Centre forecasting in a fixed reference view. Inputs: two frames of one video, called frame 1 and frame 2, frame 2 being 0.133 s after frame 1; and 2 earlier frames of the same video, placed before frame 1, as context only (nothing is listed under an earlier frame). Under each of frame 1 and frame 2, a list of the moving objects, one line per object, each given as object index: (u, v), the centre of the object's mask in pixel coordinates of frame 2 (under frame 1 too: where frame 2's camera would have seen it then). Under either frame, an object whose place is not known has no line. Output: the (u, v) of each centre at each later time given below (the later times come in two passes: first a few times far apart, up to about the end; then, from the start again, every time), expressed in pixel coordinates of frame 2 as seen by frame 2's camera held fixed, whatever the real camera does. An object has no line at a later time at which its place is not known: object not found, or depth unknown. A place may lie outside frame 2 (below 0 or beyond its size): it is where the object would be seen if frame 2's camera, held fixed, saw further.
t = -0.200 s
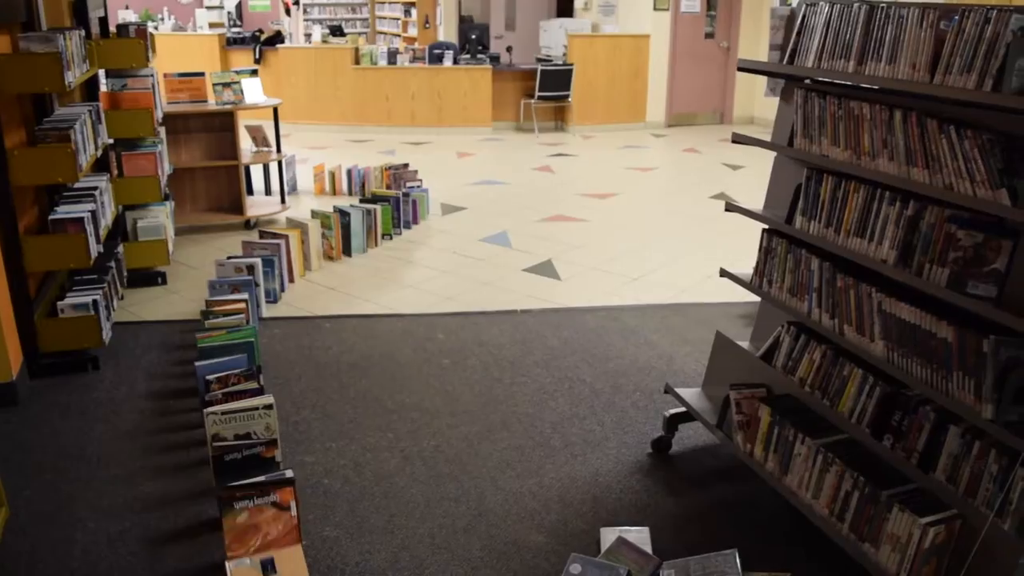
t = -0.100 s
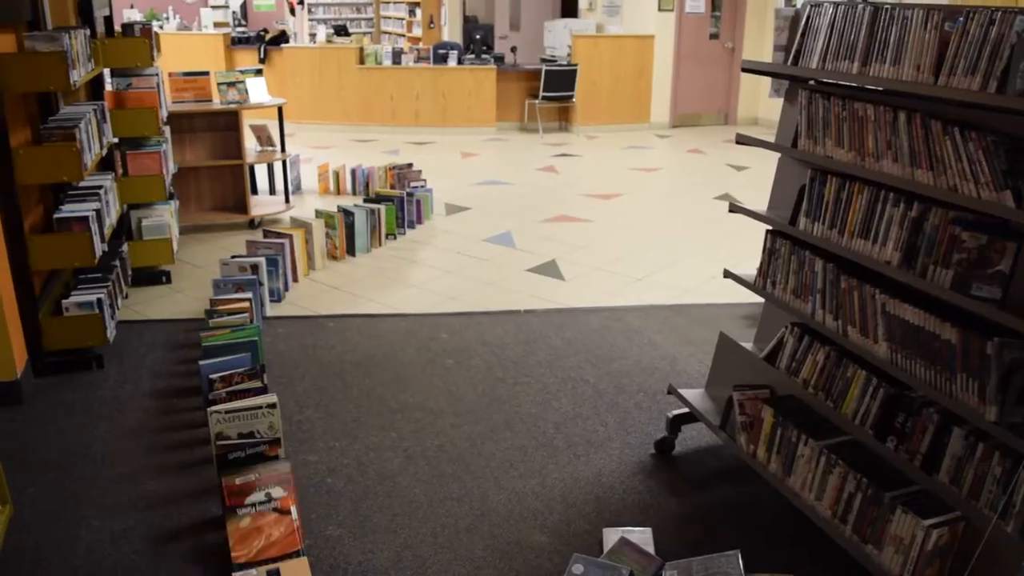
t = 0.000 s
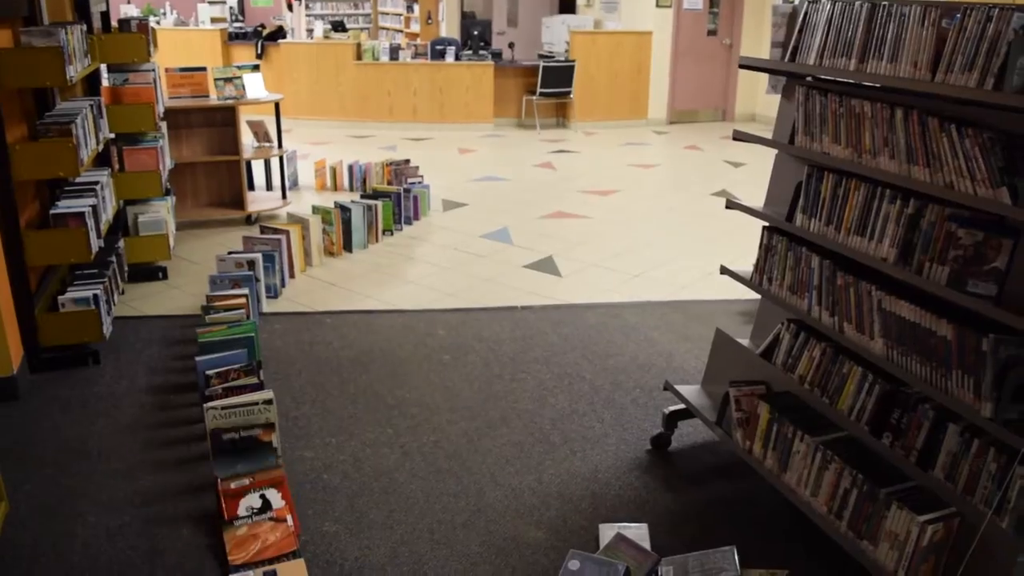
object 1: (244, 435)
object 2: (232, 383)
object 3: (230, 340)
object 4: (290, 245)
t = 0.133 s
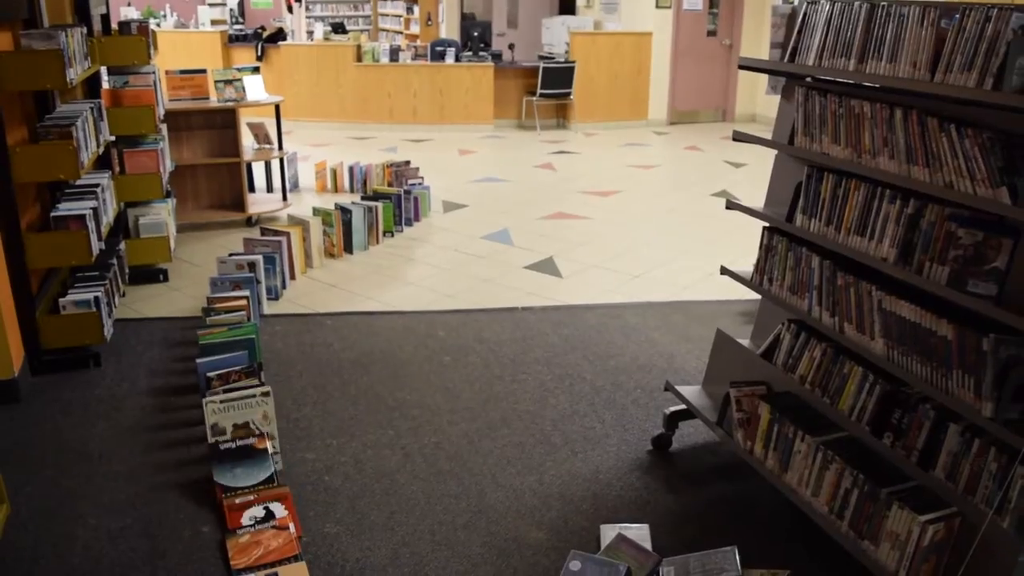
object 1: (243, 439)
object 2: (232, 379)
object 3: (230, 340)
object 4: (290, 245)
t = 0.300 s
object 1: (240, 429)
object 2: (232, 383)
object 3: (230, 340)
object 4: (290, 245)
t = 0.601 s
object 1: (242, 446)
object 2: (233, 406)
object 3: (232, 344)
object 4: (290, 245)
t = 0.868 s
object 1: (242, 449)
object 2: (234, 411)
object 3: (235, 362)
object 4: (290, 245)
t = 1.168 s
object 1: (242, 450)
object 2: (234, 411)
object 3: (236, 366)
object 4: (289, 245)
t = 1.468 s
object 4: (293, 245)
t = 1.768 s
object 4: (295, 244)
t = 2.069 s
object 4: (297, 246)
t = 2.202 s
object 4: (306, 257)
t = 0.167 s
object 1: (242, 439)
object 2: (232, 378)
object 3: (230, 340)
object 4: (289, 244)
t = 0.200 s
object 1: (242, 440)
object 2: (232, 378)
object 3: (230, 340)
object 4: (290, 244)
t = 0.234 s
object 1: (241, 441)
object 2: (231, 379)
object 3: (230, 340)
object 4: (290, 244)
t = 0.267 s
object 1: (240, 425)
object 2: (231, 380)
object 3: (230, 340)
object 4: (290, 245)
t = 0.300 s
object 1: (240, 429)
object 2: (232, 383)
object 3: (230, 340)
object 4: (290, 245)
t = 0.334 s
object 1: (240, 433)
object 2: (231, 384)
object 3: (229, 340)
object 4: (290, 245)
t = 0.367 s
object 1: (240, 436)
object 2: (231, 387)
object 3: (230, 340)
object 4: (289, 245)
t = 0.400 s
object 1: (241, 439)
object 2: (232, 390)
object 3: (231, 339)
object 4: (290, 245)
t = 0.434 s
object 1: (242, 441)
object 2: (231, 395)
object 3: (232, 340)
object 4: (290, 245)
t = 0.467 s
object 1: (242, 443)
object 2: (232, 398)
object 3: (232, 341)
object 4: (290, 245)
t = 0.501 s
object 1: (242, 443)
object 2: (232, 401)
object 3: (232, 342)
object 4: (290, 245)
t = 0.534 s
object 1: (242, 445)
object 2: (233, 404)
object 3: (232, 344)
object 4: (290, 245)
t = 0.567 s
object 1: (243, 447)
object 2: (233, 405)
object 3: (231, 345)
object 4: (290, 245)
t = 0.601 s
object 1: (242, 446)
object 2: (233, 406)
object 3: (232, 344)
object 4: (290, 245)
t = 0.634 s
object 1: (242, 446)
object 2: (233, 408)
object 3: (233, 347)
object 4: (290, 245)
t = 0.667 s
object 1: (243, 448)
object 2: (233, 409)
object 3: (233, 348)
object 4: (290, 245)
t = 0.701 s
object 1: (243, 448)
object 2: (234, 409)
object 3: (234, 350)
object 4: (290, 245)
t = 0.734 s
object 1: (243, 449)
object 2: (234, 411)
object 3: (234, 354)
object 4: (289, 245)
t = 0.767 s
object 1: (243, 449)
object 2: (234, 411)
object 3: (235, 356)
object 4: (289, 245)
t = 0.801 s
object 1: (243, 449)
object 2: (234, 411)
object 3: (235, 359)
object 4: (289, 244)
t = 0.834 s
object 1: (242, 448)
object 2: (234, 411)
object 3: (235, 361)
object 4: (289, 245)
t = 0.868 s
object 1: (242, 449)
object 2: (234, 411)
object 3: (235, 362)
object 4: (290, 245)
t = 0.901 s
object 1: (242, 449)
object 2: (234, 411)
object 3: (235, 363)
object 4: (289, 245)
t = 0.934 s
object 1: (242, 449)
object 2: (234, 411)
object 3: (236, 364)
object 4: (289, 244)
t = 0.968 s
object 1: (242, 450)
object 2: (234, 411)
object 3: (236, 365)
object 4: (289, 244)
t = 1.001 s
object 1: (242, 450)
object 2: (234, 411)
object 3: (236, 365)
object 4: (289, 245)
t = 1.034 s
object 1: (243, 450)
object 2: (234, 412)
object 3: (236, 365)
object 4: (289, 244)
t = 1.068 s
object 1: (242, 450)
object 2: (234, 411)
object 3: (236, 366)
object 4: (289, 245)
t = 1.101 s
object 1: (242, 450)
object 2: (234, 411)
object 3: (236, 366)
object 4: (289, 245)
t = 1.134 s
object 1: (242, 450)
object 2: (234, 411)
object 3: (236, 366)
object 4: (289, 245)
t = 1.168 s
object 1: (242, 450)
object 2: (234, 411)
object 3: (236, 366)
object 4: (289, 245)
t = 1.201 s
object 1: (242, 451)
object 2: (234, 411)
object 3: (236, 366)
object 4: (289, 245)
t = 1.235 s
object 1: (242, 451)
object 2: (234, 412)
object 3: (236, 366)
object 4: (290, 245)
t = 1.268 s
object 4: (290, 245)
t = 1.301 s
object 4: (291, 245)
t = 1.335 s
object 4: (291, 245)
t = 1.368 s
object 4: (291, 245)
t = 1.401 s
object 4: (292, 246)
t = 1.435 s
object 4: (292, 246)
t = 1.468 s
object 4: (293, 245)
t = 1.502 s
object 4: (294, 246)
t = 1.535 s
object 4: (294, 246)
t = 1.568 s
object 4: (294, 246)
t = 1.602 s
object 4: (294, 246)
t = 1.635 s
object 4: (294, 244)
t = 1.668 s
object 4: (294, 245)
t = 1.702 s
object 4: (295, 243)
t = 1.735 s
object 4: (295, 243)
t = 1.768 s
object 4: (295, 244)
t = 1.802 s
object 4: (296, 242)
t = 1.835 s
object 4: (291, 236)
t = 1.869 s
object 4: (295, 237)
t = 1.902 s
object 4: (292, 238)
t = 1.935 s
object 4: (292, 240)
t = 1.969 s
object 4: (293, 240)
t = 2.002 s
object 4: (294, 242)
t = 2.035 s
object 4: (295, 243)
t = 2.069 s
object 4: (297, 246)
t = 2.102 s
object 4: (298, 249)
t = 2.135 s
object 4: (301, 252)
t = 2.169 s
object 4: (304, 249)
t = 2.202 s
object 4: (306, 257)
